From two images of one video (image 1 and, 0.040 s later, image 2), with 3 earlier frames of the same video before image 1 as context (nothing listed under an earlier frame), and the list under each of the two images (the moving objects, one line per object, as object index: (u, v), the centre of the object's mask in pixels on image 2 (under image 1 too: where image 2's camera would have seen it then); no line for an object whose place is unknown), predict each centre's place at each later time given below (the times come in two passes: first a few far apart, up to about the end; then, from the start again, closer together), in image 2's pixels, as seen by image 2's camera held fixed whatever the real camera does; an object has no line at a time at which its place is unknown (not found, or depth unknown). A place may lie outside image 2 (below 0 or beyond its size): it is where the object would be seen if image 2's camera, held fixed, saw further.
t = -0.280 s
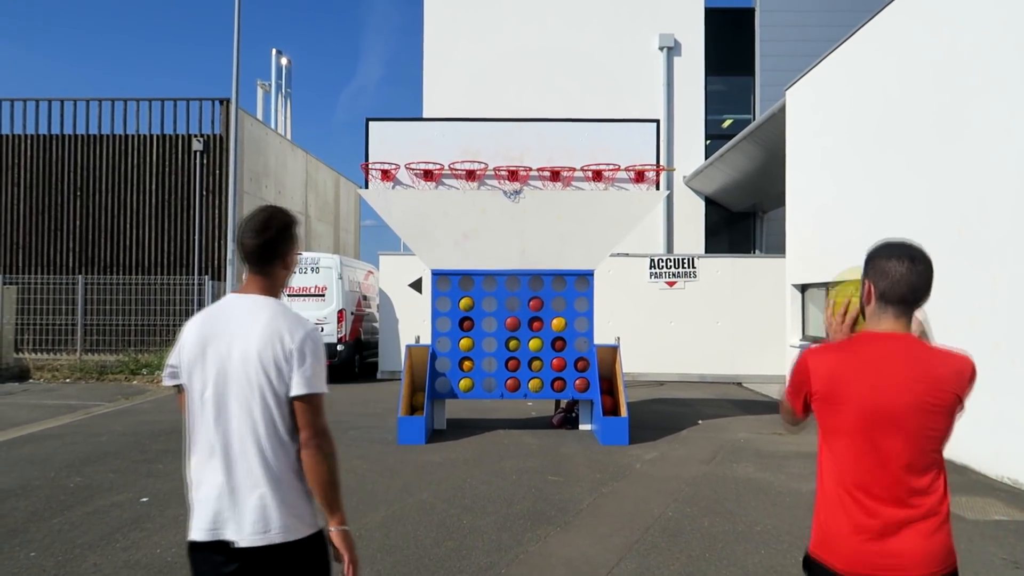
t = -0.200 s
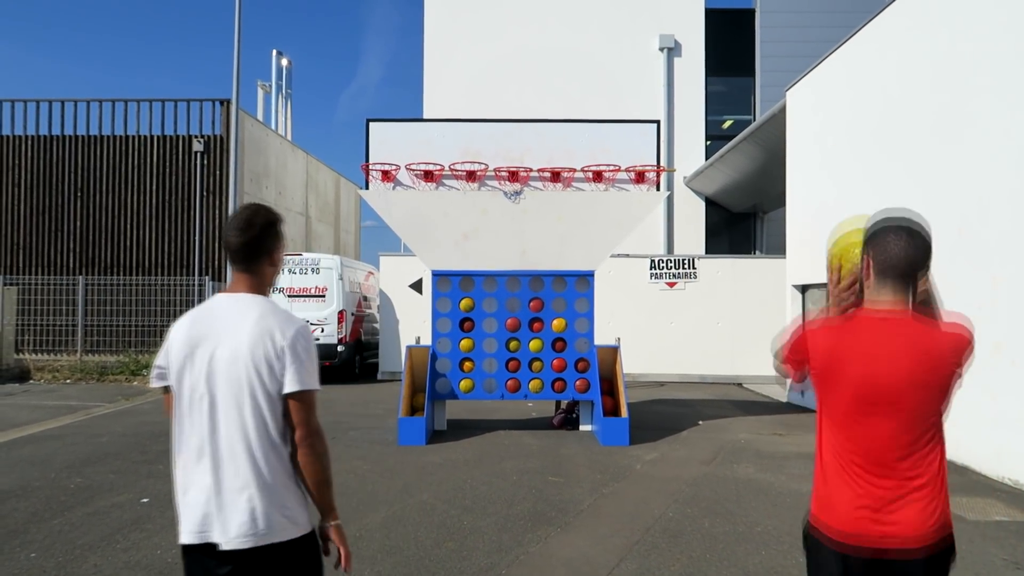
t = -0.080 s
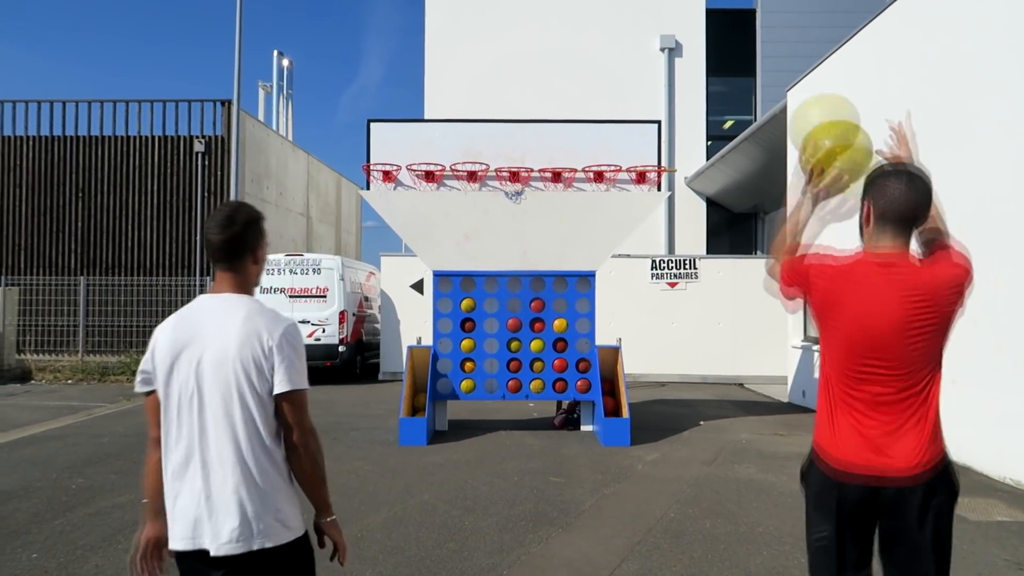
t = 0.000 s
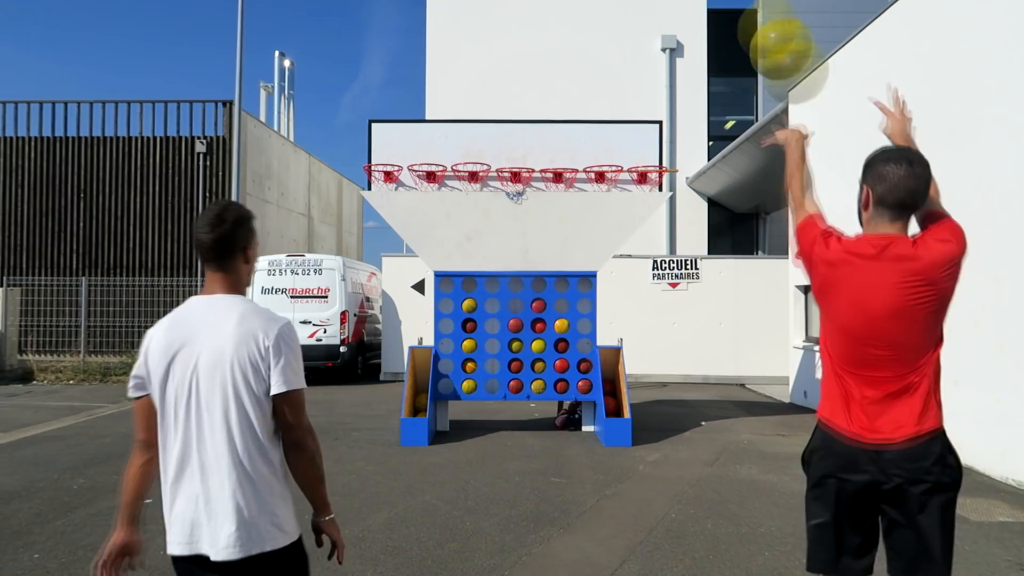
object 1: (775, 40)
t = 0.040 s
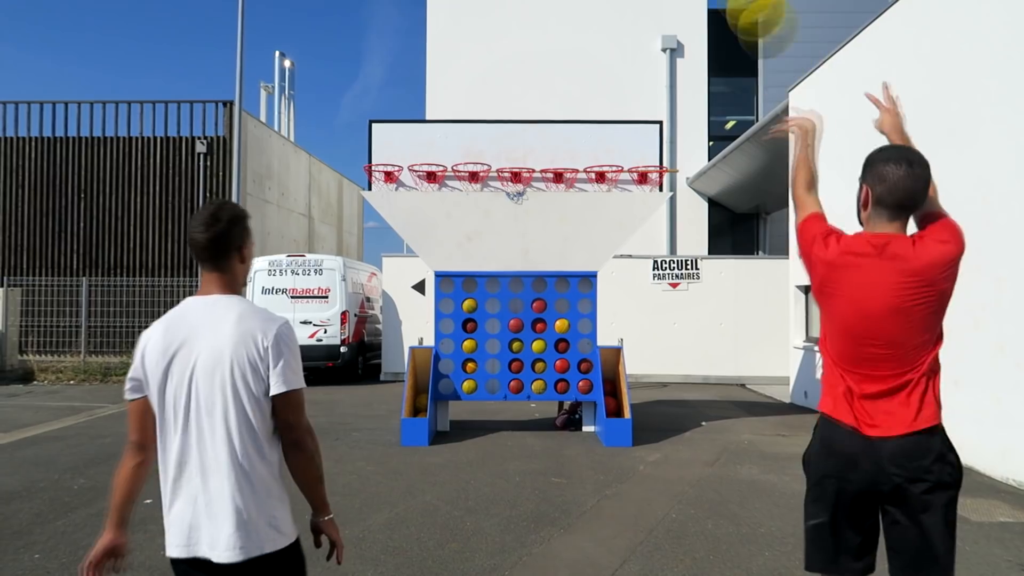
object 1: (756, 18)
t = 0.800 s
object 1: (544, 14)
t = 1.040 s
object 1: (517, 119)
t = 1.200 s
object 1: (522, 182)
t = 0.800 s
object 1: (544, 14)
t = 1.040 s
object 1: (517, 119)
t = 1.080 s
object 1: (513, 139)
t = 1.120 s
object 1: (510, 154)
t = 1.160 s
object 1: (513, 172)
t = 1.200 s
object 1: (522, 182)
